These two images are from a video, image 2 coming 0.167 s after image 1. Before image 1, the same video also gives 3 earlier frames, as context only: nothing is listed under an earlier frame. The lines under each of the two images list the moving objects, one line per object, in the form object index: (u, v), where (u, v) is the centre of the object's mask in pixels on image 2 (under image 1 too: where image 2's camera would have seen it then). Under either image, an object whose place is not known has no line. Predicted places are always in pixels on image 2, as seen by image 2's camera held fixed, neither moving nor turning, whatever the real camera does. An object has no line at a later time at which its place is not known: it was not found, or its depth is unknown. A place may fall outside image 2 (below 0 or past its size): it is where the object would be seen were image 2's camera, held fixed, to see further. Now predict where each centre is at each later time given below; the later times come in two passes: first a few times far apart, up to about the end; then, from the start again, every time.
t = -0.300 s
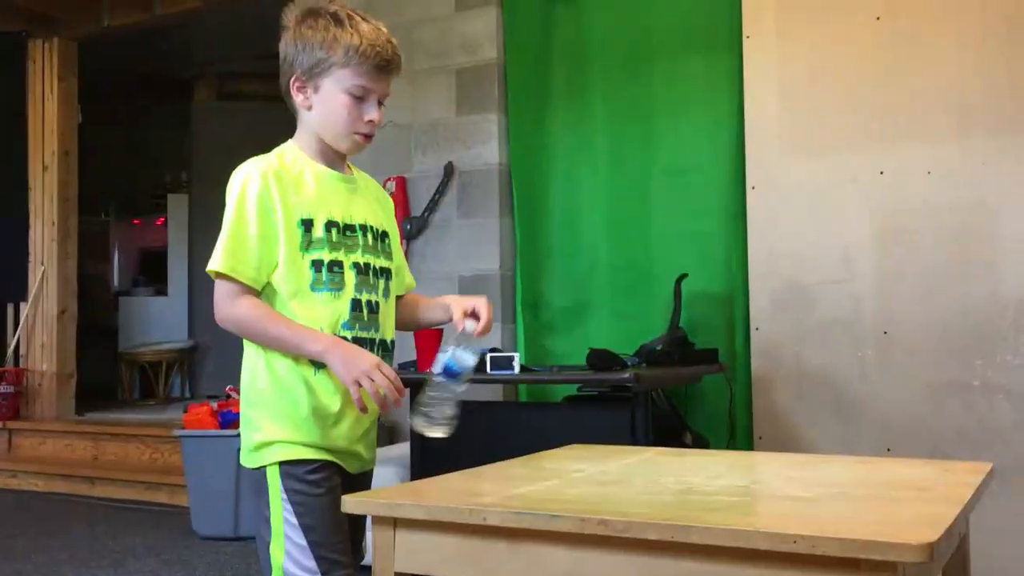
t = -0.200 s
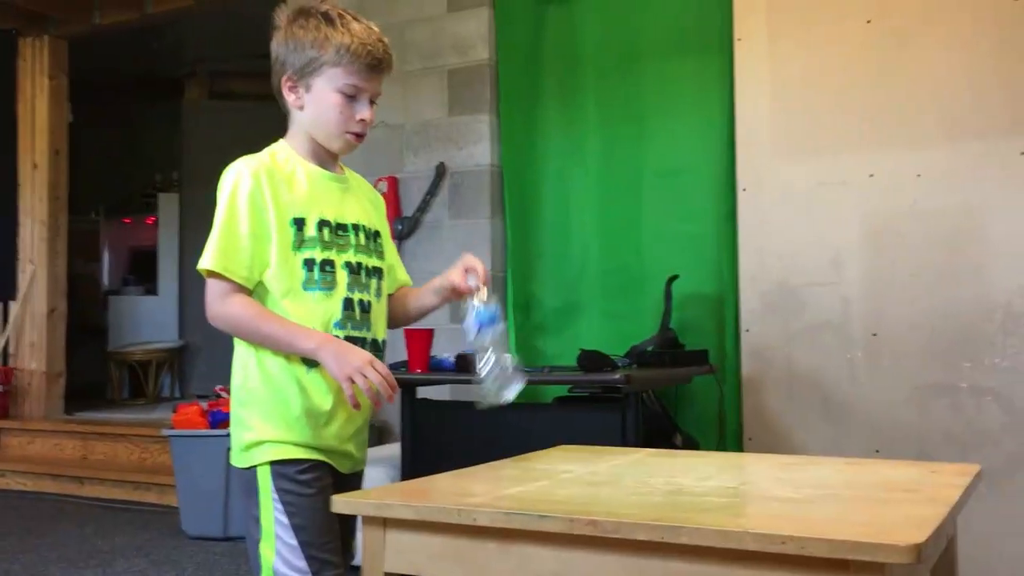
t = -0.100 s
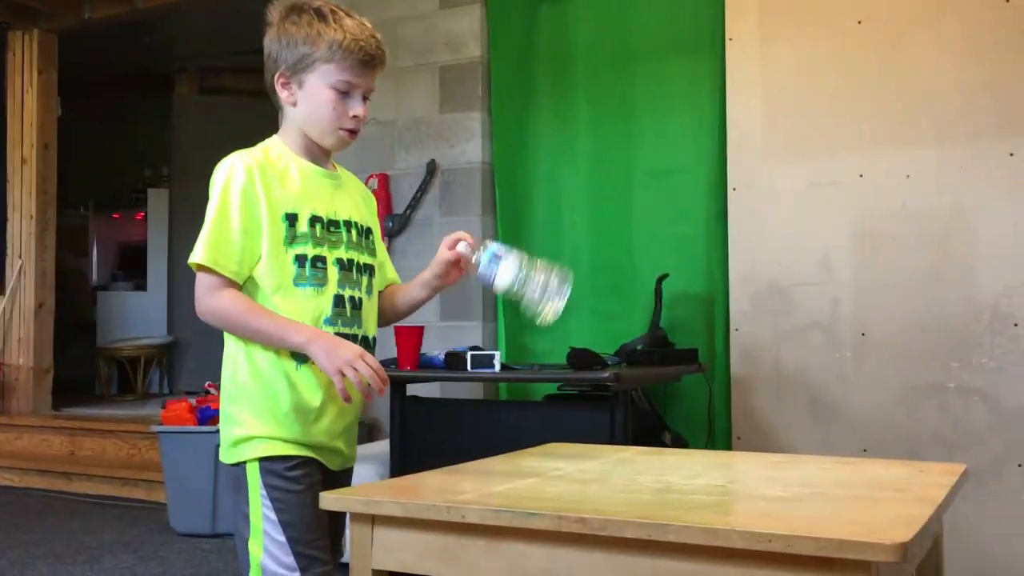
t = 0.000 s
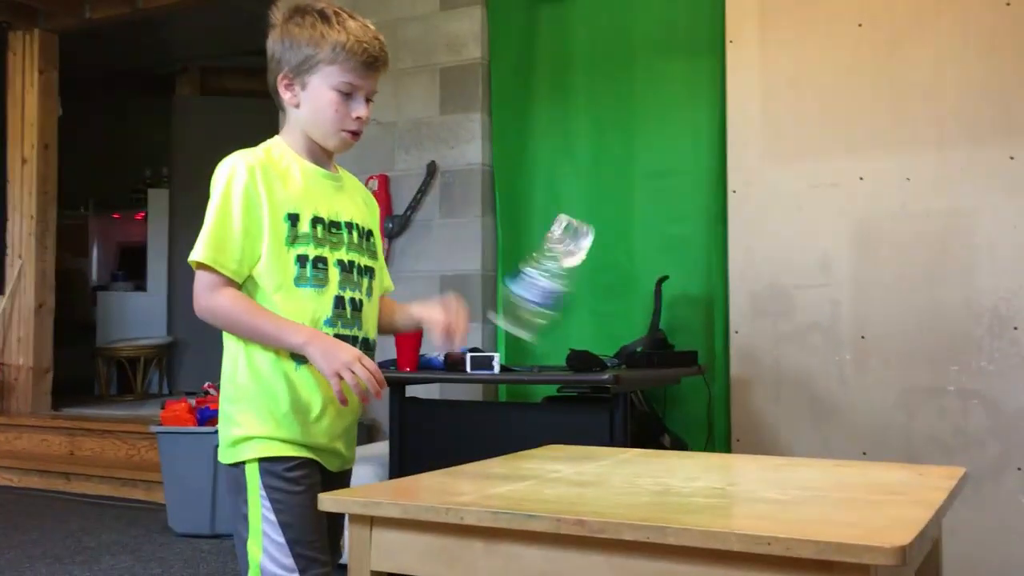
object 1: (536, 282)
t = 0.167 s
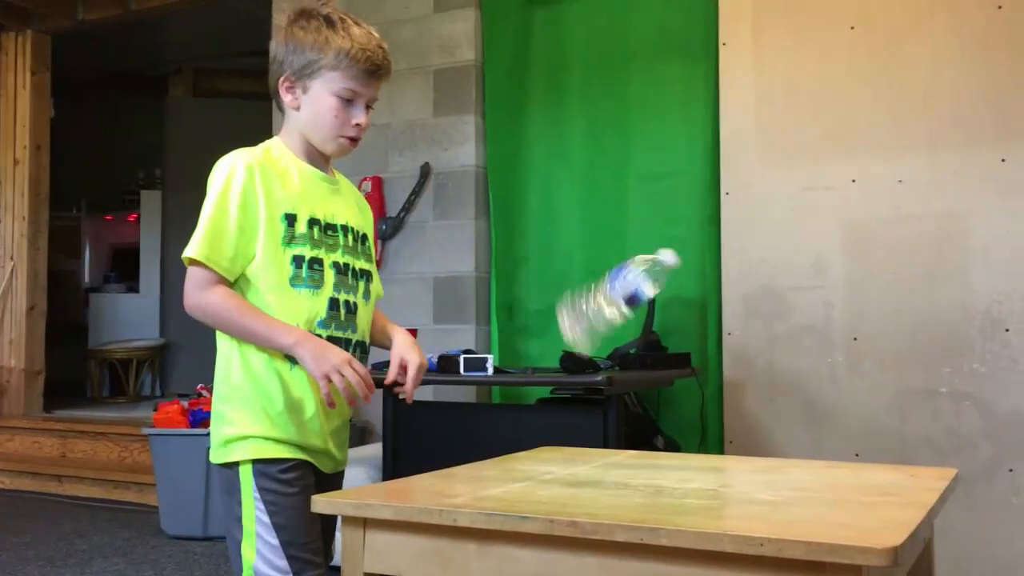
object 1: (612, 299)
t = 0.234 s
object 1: (613, 372)
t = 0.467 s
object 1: (620, 412)
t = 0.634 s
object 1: (620, 412)
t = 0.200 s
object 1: (612, 330)
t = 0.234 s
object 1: (613, 372)
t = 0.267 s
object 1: (614, 410)
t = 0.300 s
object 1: (616, 412)
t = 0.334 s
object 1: (618, 411)
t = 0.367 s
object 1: (621, 412)
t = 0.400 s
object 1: (621, 412)
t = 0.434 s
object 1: (619, 412)
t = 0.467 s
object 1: (620, 412)
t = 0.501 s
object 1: (620, 412)
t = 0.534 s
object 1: (619, 412)
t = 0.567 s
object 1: (620, 412)
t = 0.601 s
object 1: (620, 412)
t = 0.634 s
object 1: (620, 412)
